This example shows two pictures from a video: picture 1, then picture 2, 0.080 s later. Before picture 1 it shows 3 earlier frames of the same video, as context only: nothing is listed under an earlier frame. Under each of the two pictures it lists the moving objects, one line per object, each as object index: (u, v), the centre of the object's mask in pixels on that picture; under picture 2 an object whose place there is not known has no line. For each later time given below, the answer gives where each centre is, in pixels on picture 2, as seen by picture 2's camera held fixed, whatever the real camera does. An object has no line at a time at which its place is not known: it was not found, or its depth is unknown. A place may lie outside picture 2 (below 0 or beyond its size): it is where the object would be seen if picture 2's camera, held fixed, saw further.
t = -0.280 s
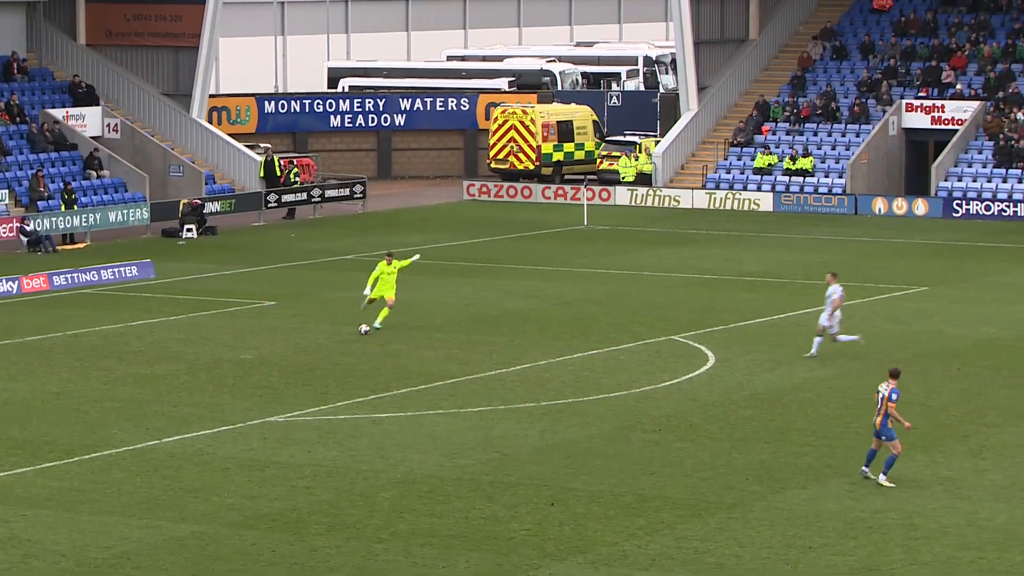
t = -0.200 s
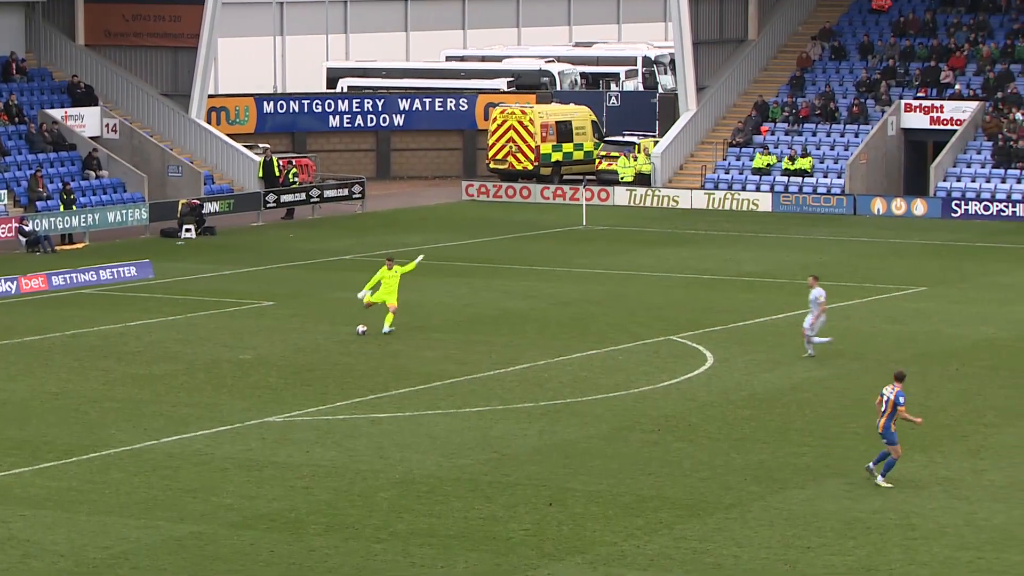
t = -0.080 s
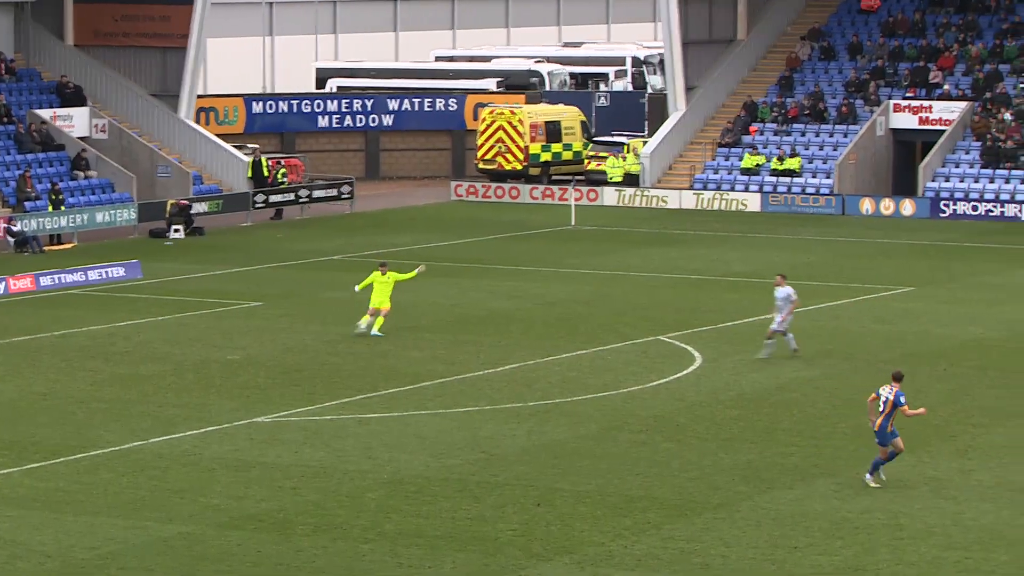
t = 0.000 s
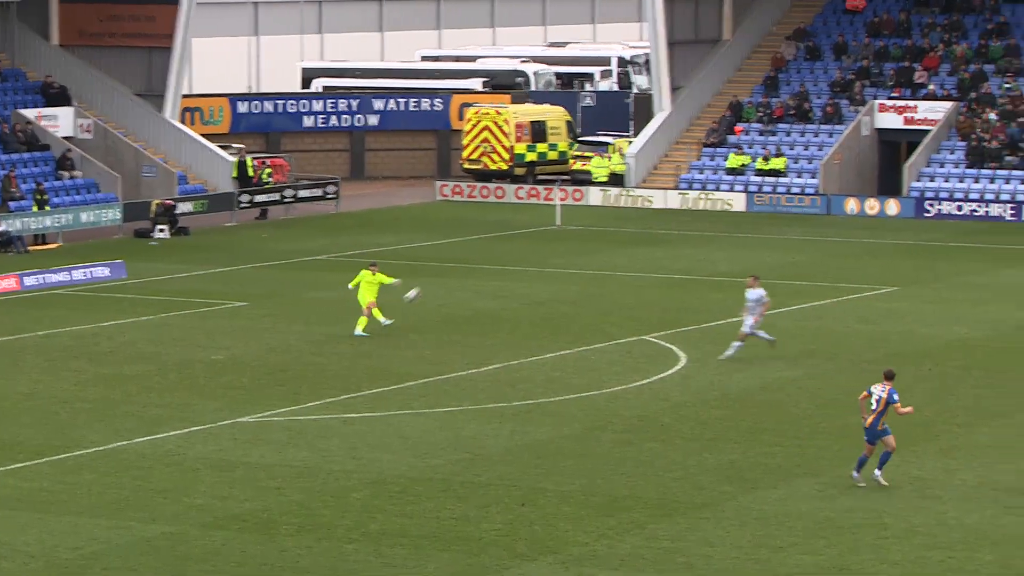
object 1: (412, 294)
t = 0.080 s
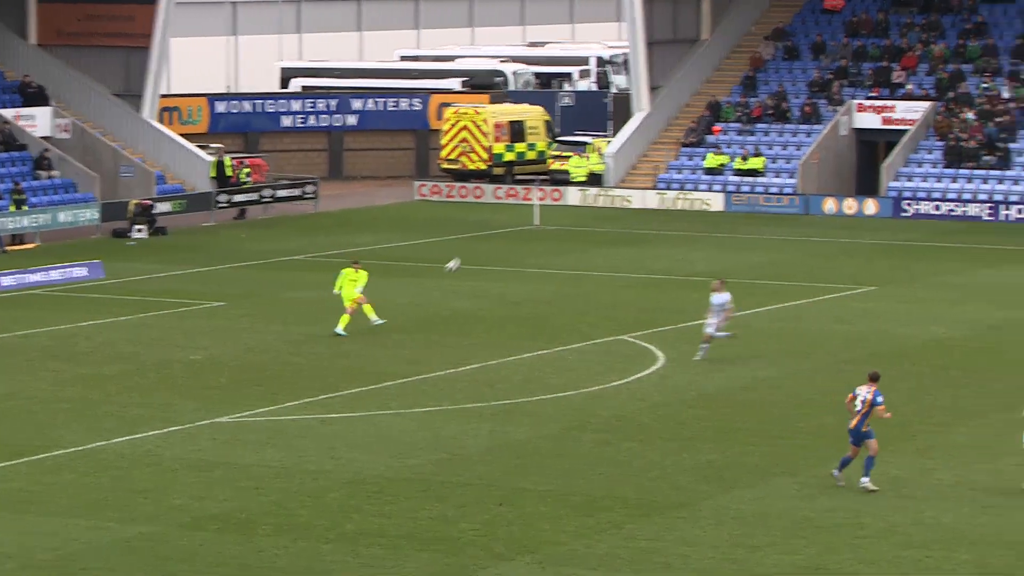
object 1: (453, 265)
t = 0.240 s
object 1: (576, 205)
